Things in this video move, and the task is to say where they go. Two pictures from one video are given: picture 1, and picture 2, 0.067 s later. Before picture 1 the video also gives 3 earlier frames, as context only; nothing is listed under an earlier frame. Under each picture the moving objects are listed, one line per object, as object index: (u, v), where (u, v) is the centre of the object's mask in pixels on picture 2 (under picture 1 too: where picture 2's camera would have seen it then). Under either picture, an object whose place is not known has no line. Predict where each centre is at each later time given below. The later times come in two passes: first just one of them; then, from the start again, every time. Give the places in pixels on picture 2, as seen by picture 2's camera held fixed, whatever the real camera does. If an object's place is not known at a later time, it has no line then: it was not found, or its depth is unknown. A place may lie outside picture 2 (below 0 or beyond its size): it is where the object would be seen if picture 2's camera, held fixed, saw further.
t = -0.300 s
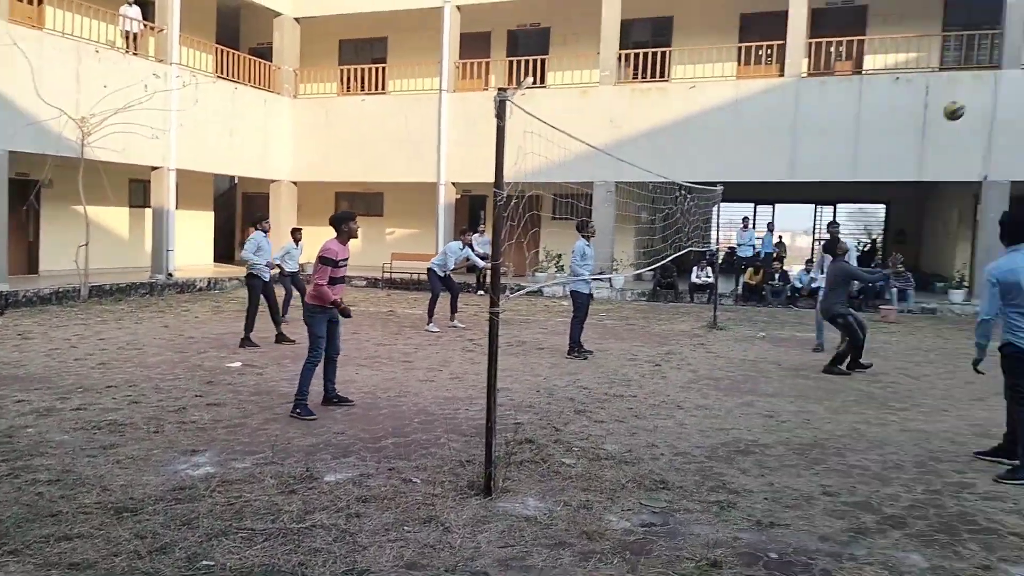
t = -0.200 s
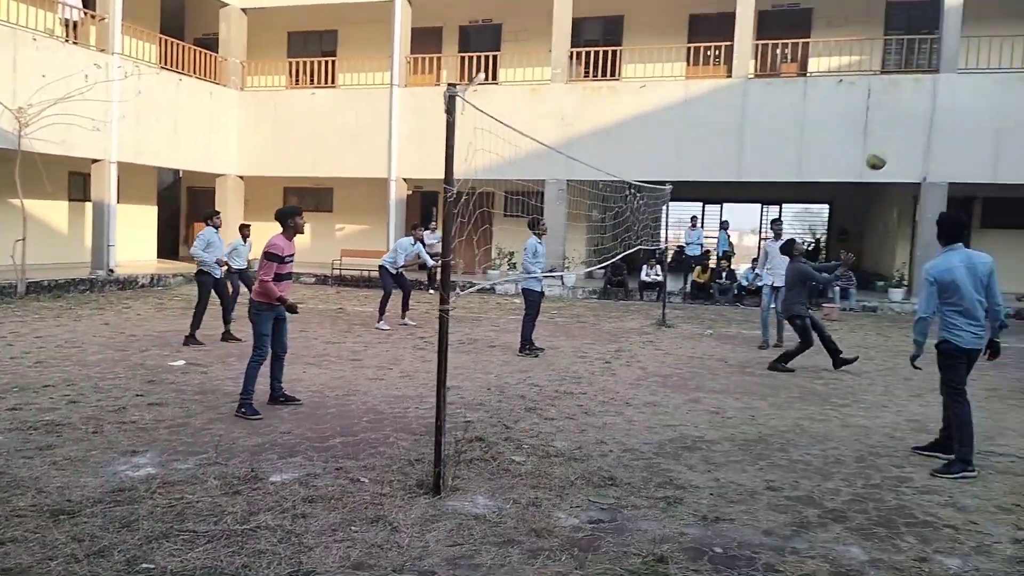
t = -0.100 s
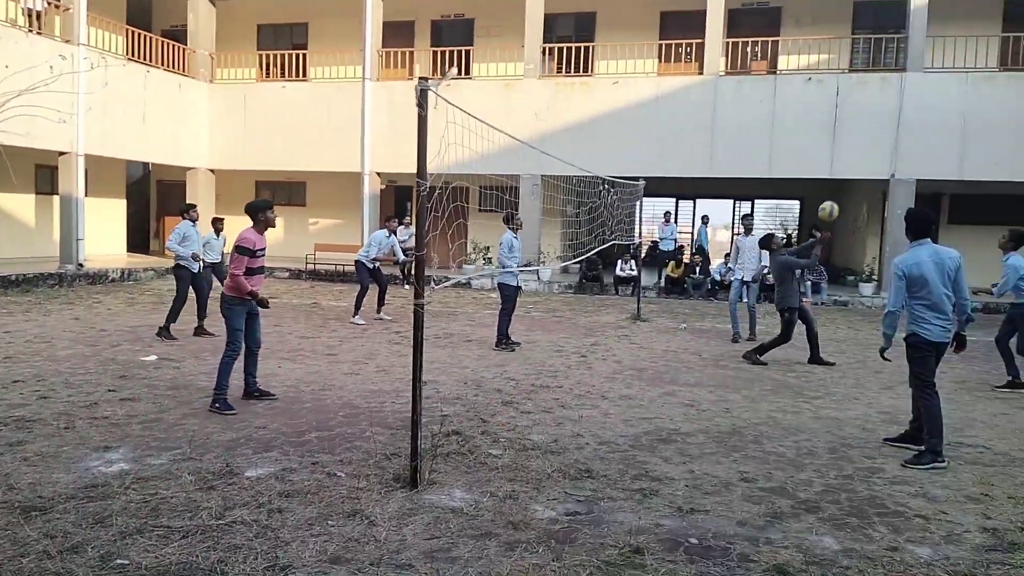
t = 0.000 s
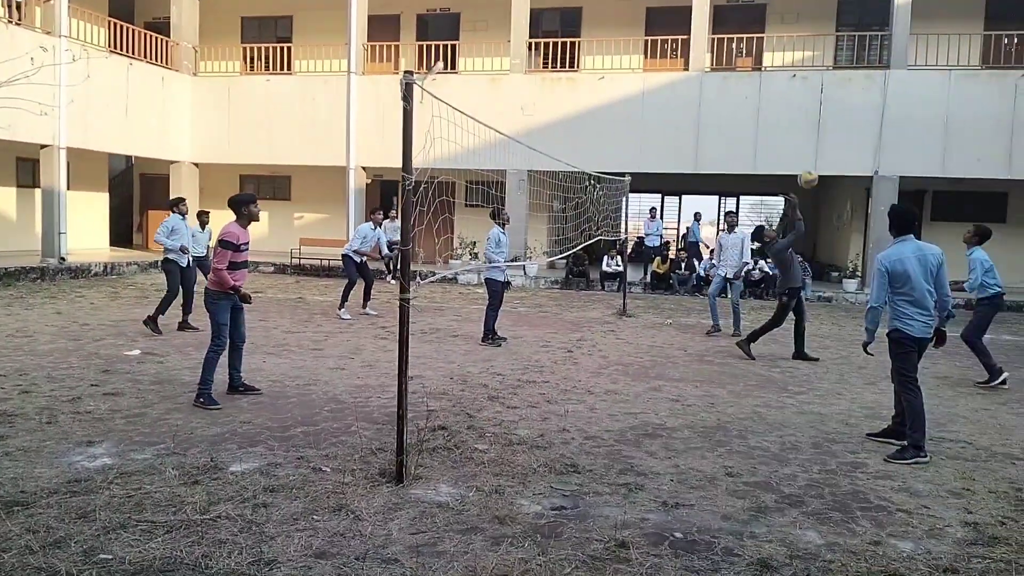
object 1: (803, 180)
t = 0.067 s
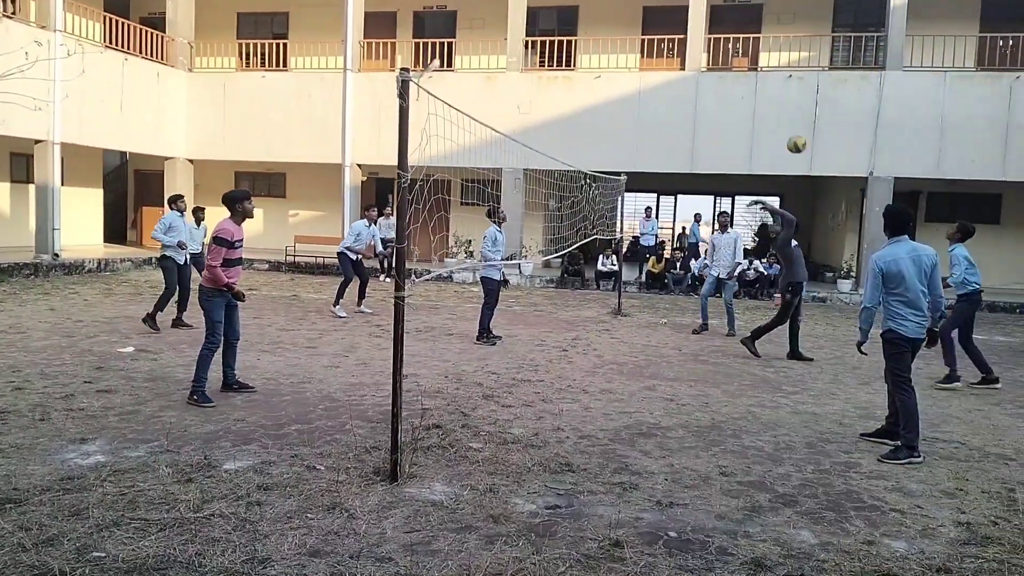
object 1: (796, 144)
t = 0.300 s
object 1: (772, 52)
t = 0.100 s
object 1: (793, 128)
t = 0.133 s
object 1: (790, 114)
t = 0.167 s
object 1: (787, 100)
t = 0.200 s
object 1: (784, 86)
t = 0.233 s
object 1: (779, 75)
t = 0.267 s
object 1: (776, 62)
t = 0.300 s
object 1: (772, 52)
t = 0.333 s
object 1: (769, 43)
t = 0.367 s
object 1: (766, 33)
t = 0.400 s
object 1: (762, 25)
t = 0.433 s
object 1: (758, 20)
